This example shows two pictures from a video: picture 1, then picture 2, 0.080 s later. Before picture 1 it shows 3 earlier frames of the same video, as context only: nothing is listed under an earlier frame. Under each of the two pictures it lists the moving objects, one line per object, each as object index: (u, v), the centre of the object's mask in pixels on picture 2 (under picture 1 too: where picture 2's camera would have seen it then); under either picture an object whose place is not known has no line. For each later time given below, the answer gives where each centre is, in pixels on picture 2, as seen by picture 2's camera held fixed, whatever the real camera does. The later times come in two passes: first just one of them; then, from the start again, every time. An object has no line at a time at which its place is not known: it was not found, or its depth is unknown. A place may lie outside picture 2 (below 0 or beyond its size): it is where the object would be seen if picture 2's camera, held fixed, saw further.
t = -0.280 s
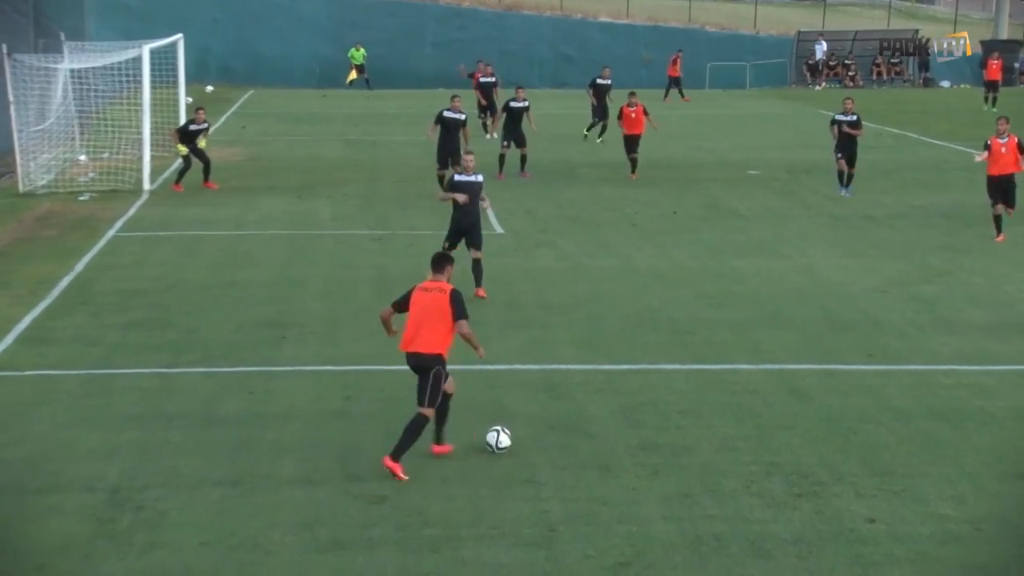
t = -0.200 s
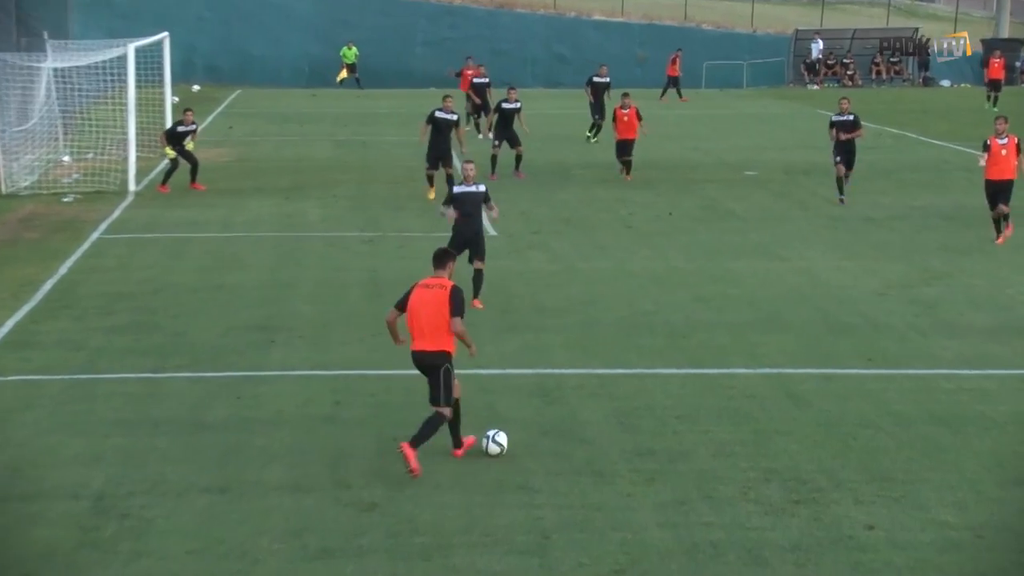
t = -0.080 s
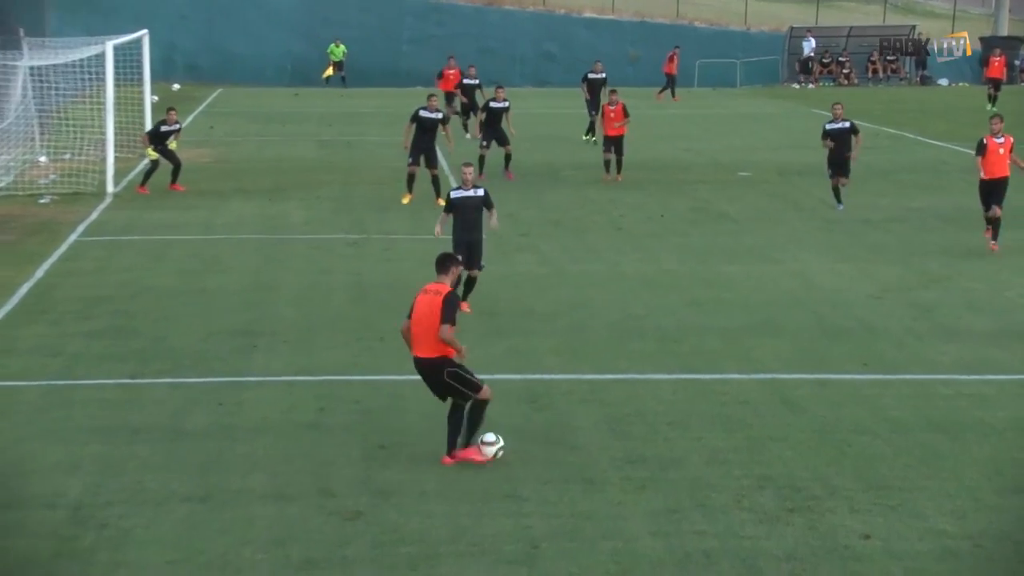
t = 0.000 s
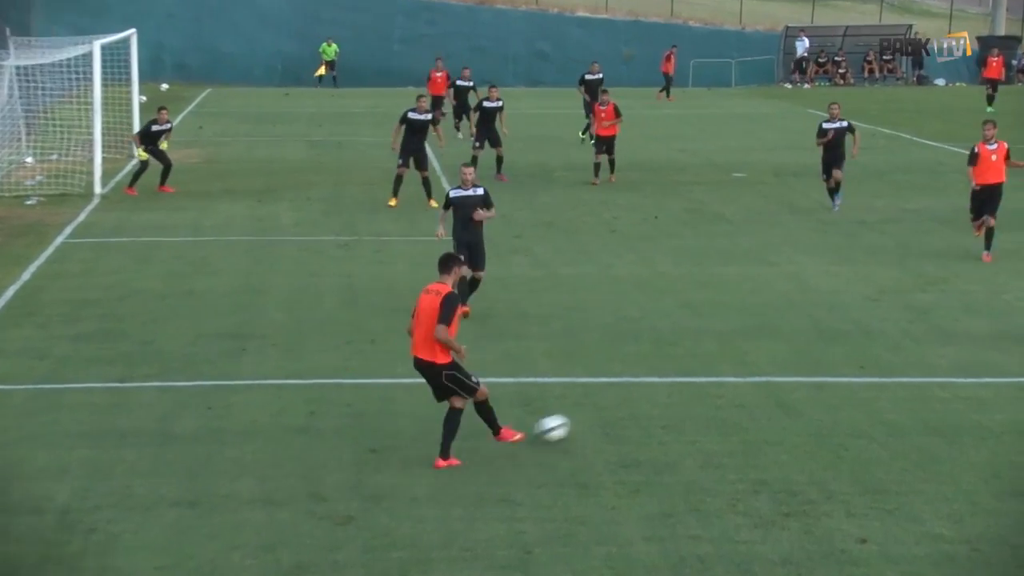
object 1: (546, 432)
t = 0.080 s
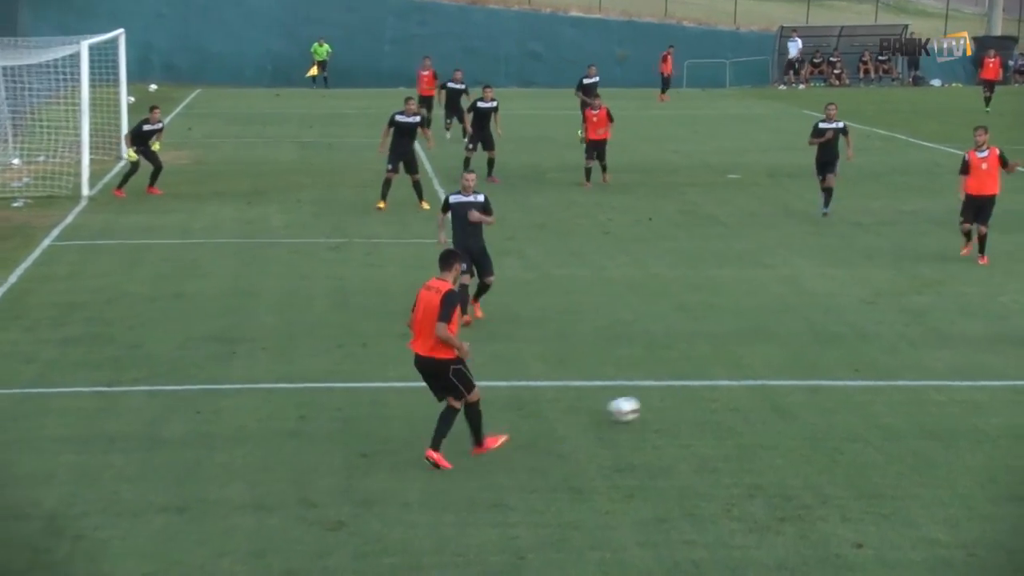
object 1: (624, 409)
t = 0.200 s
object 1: (722, 379)
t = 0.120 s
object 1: (659, 400)
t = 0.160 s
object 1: (692, 389)
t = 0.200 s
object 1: (722, 379)
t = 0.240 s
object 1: (751, 371)
